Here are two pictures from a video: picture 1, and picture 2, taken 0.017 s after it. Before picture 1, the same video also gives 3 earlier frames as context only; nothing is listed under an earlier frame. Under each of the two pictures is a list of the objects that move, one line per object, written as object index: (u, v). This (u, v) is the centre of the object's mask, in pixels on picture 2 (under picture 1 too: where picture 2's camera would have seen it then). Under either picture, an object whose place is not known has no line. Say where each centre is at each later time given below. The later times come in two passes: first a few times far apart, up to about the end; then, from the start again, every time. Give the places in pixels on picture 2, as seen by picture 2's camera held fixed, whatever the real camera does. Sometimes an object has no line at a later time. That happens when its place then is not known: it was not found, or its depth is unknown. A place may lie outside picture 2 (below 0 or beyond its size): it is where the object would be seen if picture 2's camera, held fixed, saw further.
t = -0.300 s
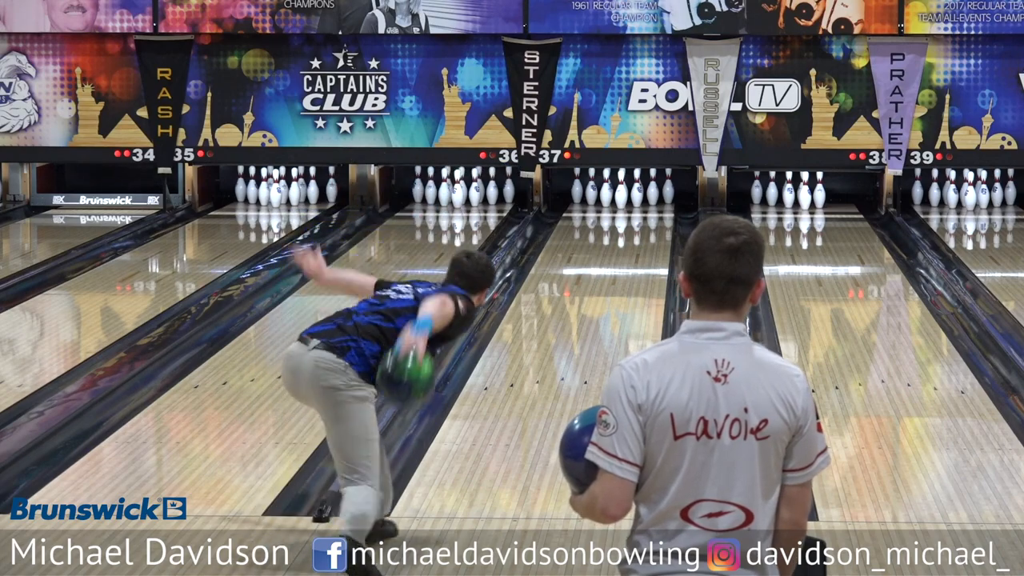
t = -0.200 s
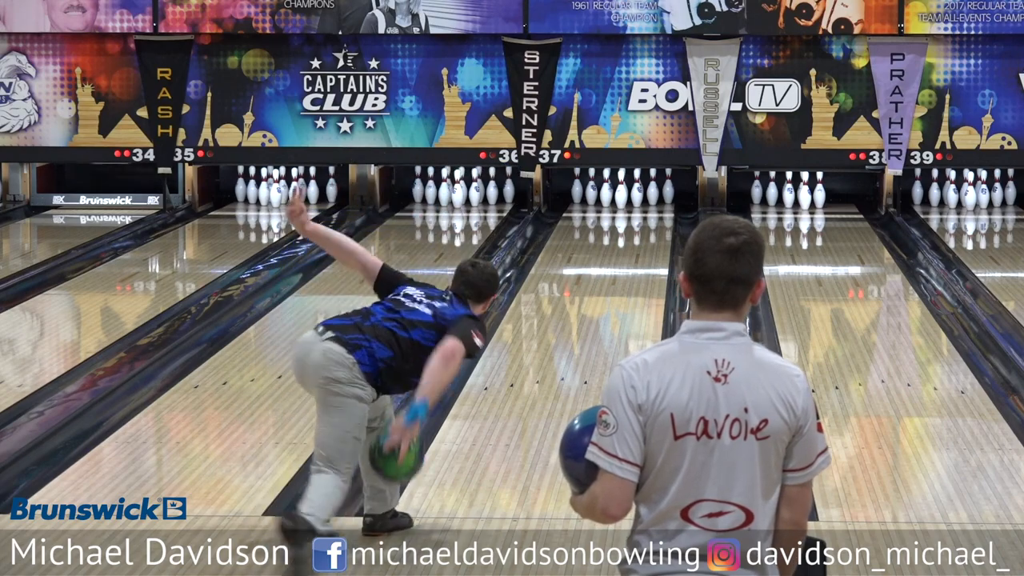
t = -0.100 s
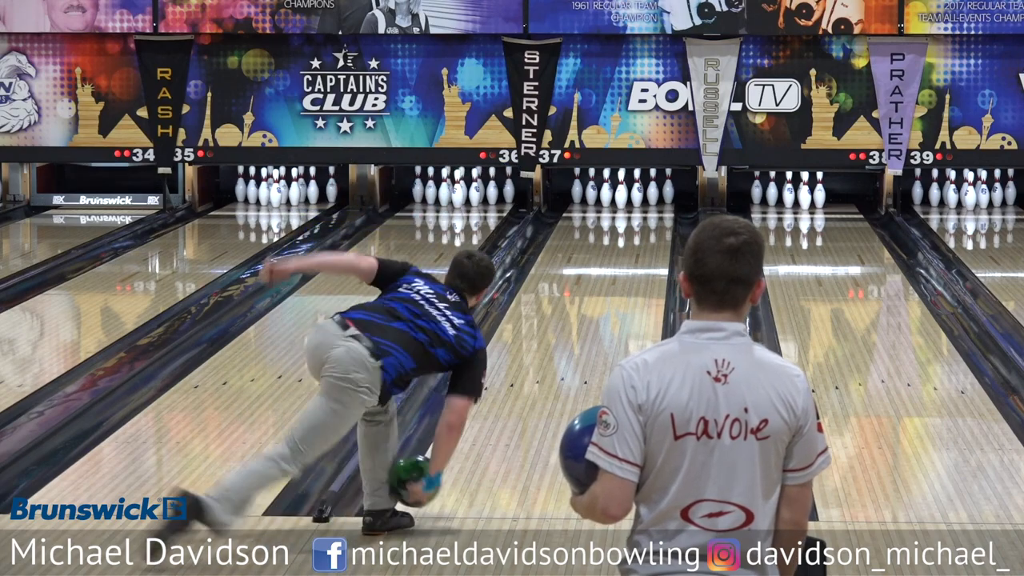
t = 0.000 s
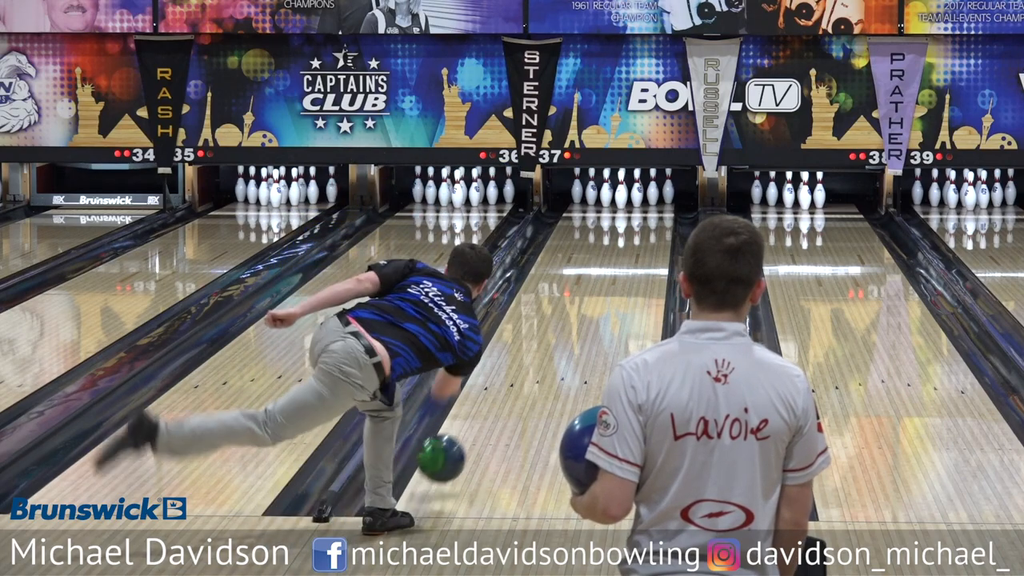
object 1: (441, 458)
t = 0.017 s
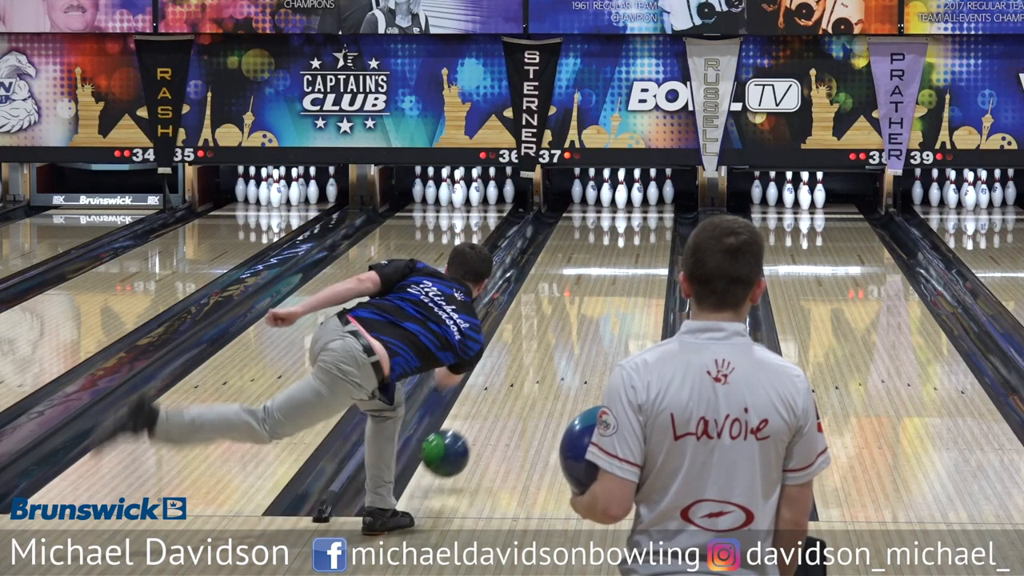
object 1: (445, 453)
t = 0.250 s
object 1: (497, 410)
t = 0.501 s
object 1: (540, 363)
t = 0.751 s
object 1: (573, 325)
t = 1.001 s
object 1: (599, 293)
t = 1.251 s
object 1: (620, 268)
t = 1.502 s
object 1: (637, 246)
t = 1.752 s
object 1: (647, 227)
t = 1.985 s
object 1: (644, 213)
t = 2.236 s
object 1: (629, 200)
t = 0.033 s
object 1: (449, 448)
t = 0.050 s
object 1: (453, 444)
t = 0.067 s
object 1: (457, 442)
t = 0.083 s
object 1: (461, 439)
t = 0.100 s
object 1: (465, 437)
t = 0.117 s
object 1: (469, 437)
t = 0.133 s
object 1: (473, 436)
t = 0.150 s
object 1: (477, 432)
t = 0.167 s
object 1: (480, 428)
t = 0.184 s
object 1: (484, 424)
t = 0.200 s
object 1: (487, 421)
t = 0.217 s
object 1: (490, 417)
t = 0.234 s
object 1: (494, 413)
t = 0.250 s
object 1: (497, 410)
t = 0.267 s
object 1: (500, 406)
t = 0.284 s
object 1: (504, 403)
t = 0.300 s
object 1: (507, 399)
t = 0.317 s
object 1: (509, 396)
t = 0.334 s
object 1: (513, 393)
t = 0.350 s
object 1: (516, 390)
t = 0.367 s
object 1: (519, 387)
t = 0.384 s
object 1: (521, 383)
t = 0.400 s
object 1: (524, 380)
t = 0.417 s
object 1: (527, 377)
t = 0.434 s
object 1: (529, 374)
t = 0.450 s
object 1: (532, 371)
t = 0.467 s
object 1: (535, 368)
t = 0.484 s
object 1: (537, 365)
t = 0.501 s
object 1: (540, 363)
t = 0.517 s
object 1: (542, 360)
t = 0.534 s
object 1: (545, 357)
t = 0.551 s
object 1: (547, 354)
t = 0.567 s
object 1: (549, 352)
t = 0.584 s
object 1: (552, 349)
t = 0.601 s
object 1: (554, 346)
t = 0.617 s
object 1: (556, 344)
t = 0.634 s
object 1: (558, 341)
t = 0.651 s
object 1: (561, 339)
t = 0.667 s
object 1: (563, 337)
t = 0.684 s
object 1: (565, 334)
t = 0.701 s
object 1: (567, 332)
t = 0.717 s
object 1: (569, 329)
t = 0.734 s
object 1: (571, 327)
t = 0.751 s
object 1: (573, 325)
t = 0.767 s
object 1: (575, 323)
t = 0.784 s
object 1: (577, 320)
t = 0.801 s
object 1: (579, 318)
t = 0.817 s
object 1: (581, 316)
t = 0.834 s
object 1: (582, 314)
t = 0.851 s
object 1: (584, 312)
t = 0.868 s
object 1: (586, 310)
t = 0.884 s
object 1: (588, 308)
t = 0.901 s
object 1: (590, 306)
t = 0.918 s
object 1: (591, 303)
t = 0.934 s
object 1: (593, 301)
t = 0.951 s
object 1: (595, 299)
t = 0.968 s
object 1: (596, 297)
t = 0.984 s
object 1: (598, 295)
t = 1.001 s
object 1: (599, 293)
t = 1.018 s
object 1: (601, 292)
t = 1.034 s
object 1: (603, 290)
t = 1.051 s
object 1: (604, 288)
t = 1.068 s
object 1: (605, 286)
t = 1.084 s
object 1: (607, 285)
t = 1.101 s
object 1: (608, 283)
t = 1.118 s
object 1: (610, 281)
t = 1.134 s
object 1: (611, 279)
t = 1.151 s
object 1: (612, 278)
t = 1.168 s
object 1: (614, 276)
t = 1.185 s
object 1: (615, 275)
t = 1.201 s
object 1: (616, 273)
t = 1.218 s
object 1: (618, 271)
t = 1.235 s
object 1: (619, 270)
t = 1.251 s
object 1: (620, 268)
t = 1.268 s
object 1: (622, 266)
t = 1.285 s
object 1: (623, 265)
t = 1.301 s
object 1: (624, 263)
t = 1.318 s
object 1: (626, 262)
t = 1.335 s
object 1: (626, 260)
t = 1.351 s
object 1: (627, 259)
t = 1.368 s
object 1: (629, 257)
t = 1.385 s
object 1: (630, 256)
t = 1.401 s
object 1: (631, 255)
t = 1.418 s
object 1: (632, 253)
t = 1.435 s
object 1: (633, 252)
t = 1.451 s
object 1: (634, 250)
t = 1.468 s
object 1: (635, 249)
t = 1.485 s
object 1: (636, 248)
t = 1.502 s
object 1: (637, 246)
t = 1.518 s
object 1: (638, 245)
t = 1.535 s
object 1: (639, 243)
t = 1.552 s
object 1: (640, 242)
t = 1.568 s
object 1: (640, 241)
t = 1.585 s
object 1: (641, 239)
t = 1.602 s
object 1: (642, 238)
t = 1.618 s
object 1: (643, 237)
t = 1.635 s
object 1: (644, 236)
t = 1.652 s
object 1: (644, 234)
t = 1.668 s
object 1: (645, 233)
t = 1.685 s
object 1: (645, 232)
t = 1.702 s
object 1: (646, 231)
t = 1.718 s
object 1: (646, 229)
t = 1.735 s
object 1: (646, 229)
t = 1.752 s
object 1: (647, 227)
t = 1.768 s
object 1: (647, 226)
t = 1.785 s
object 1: (647, 225)
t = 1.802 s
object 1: (647, 224)
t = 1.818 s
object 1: (647, 223)
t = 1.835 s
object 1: (647, 222)
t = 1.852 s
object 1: (647, 221)
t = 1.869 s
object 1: (647, 220)
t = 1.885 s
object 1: (646, 219)
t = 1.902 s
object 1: (646, 218)
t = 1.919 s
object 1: (646, 217)
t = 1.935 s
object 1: (645, 216)
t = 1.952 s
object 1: (645, 215)
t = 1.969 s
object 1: (644, 214)
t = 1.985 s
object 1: (644, 213)
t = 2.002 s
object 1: (643, 212)
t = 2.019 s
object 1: (643, 211)
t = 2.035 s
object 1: (642, 210)
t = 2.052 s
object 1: (641, 209)
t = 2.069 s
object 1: (640, 208)
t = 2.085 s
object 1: (639, 207)
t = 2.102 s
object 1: (638, 206)
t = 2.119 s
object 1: (638, 205)
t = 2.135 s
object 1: (637, 204)
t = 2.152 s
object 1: (635, 204)
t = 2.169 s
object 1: (634, 203)
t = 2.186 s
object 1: (632, 202)
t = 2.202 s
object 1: (632, 201)
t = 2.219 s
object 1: (630, 201)
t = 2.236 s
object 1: (629, 200)
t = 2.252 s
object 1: (628, 199)
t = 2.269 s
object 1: (627, 199)
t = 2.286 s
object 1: (628, 198)
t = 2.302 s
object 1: (627, 197)
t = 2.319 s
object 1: (627, 197)
